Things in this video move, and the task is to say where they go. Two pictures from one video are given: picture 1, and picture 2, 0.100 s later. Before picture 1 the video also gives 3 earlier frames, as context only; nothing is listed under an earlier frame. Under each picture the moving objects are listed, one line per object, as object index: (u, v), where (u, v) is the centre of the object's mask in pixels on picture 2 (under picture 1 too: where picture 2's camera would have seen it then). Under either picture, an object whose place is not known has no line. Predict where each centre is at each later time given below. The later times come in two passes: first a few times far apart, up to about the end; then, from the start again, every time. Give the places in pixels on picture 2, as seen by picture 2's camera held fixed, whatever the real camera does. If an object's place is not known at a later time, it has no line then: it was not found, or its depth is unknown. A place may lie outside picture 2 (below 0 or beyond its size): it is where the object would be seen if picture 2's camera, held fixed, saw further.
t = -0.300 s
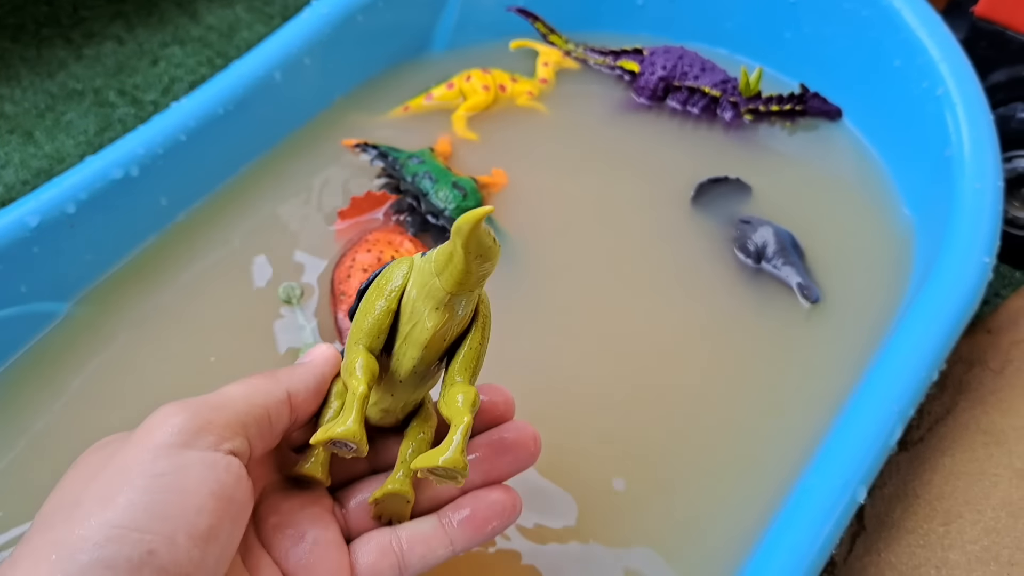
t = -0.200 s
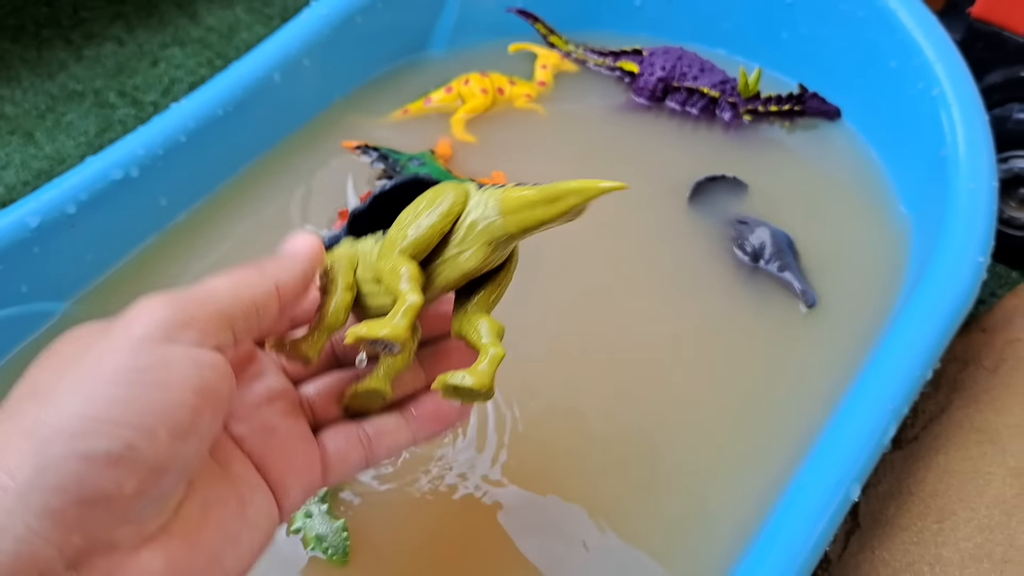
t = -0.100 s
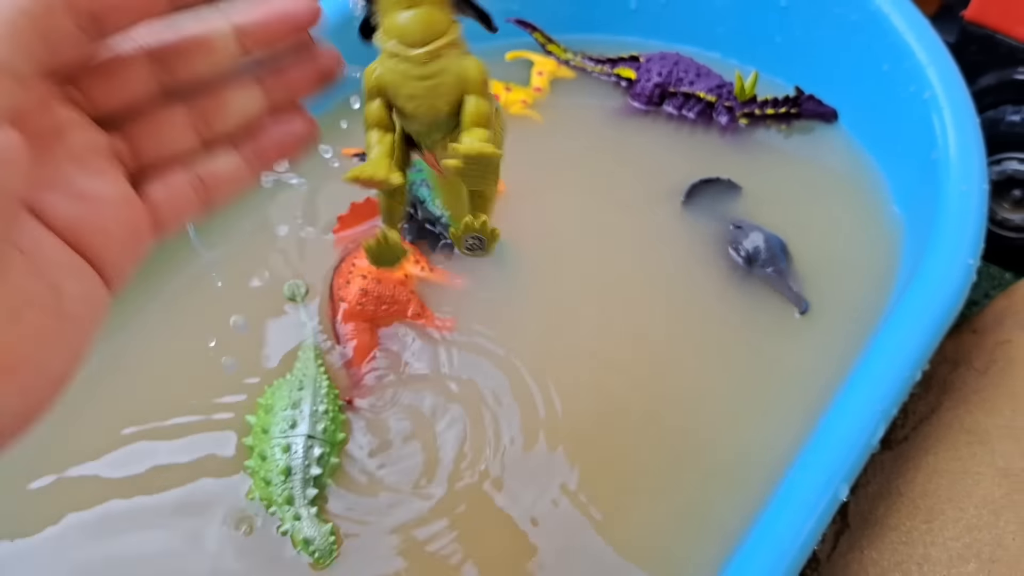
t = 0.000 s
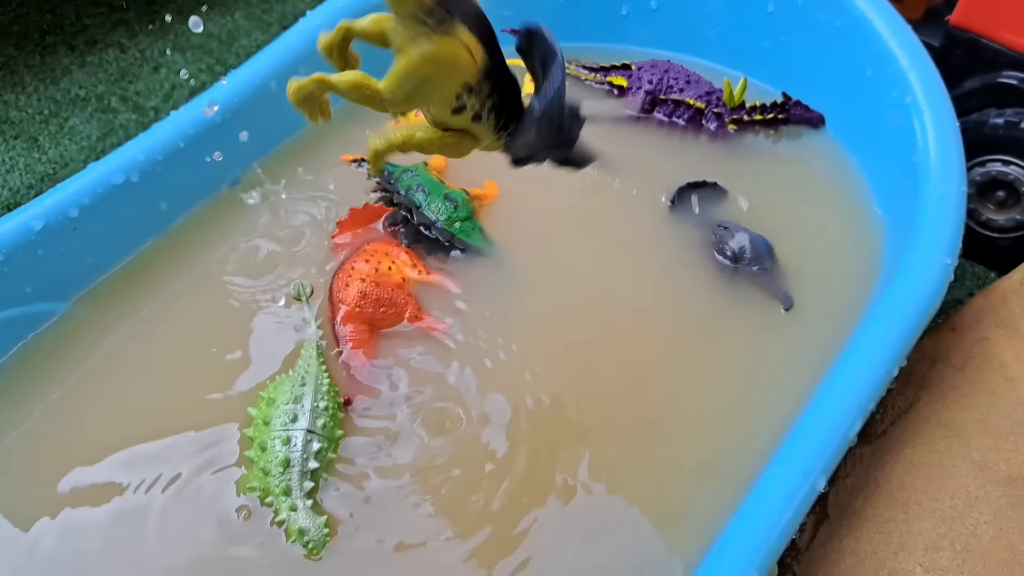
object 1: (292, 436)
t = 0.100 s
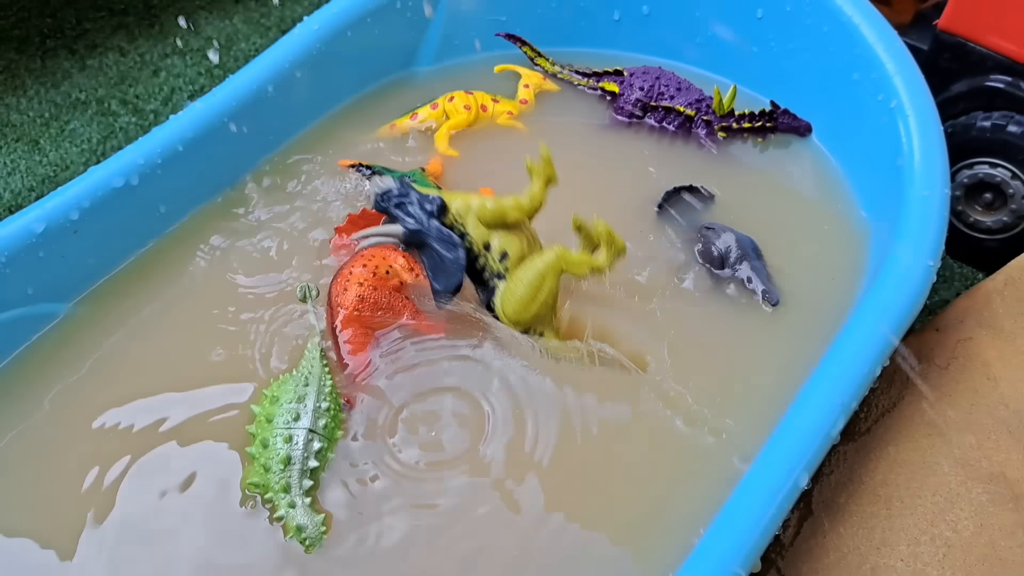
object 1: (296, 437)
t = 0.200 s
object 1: (292, 432)
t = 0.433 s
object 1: (280, 422)
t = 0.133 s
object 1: (295, 437)
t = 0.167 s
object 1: (293, 436)
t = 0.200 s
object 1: (292, 432)
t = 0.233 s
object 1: (289, 431)
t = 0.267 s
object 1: (287, 430)
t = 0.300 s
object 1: (284, 430)
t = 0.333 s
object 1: (280, 428)
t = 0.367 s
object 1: (278, 426)
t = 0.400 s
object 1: (278, 423)
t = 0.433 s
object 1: (280, 422)
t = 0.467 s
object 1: (282, 422)
